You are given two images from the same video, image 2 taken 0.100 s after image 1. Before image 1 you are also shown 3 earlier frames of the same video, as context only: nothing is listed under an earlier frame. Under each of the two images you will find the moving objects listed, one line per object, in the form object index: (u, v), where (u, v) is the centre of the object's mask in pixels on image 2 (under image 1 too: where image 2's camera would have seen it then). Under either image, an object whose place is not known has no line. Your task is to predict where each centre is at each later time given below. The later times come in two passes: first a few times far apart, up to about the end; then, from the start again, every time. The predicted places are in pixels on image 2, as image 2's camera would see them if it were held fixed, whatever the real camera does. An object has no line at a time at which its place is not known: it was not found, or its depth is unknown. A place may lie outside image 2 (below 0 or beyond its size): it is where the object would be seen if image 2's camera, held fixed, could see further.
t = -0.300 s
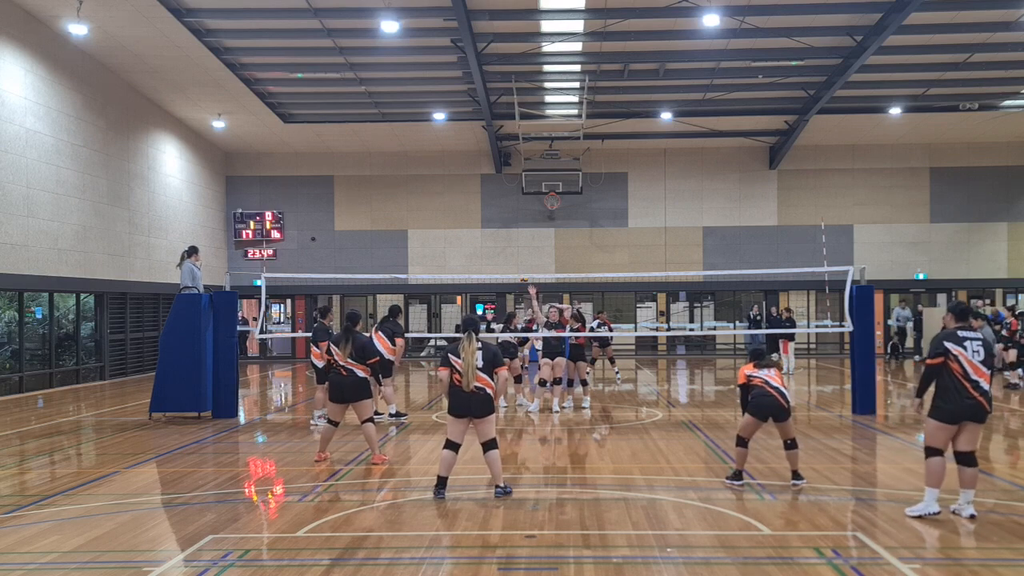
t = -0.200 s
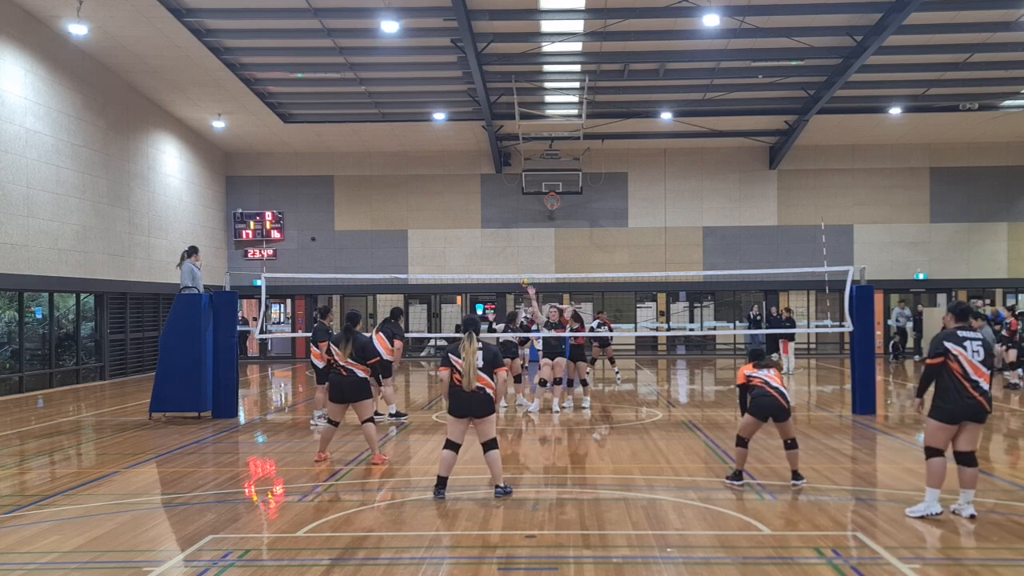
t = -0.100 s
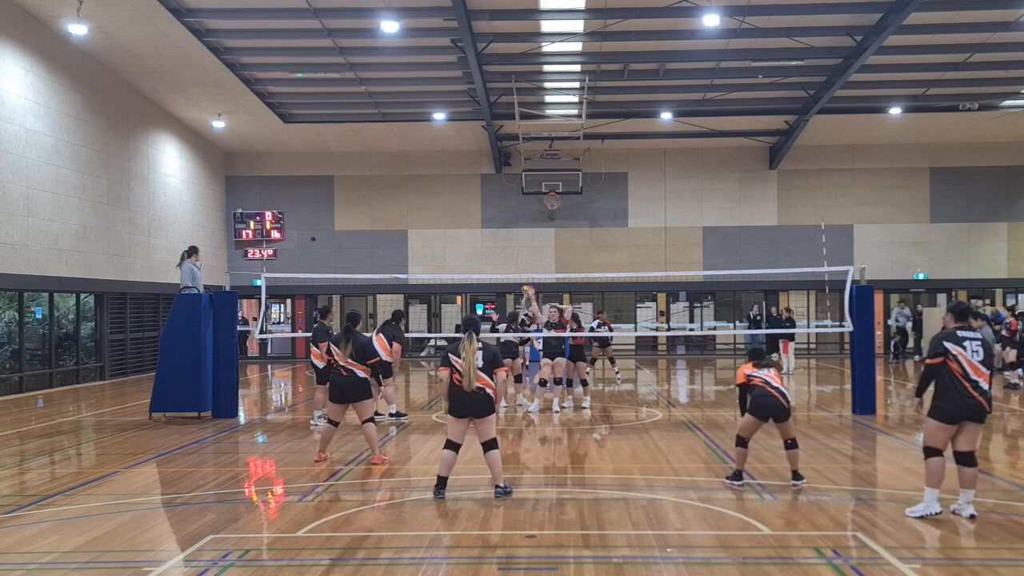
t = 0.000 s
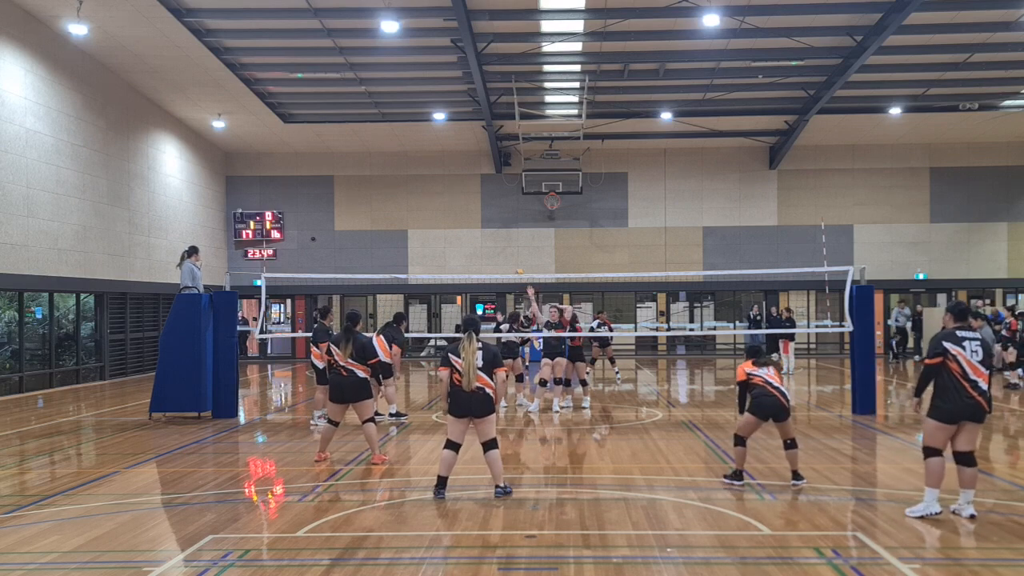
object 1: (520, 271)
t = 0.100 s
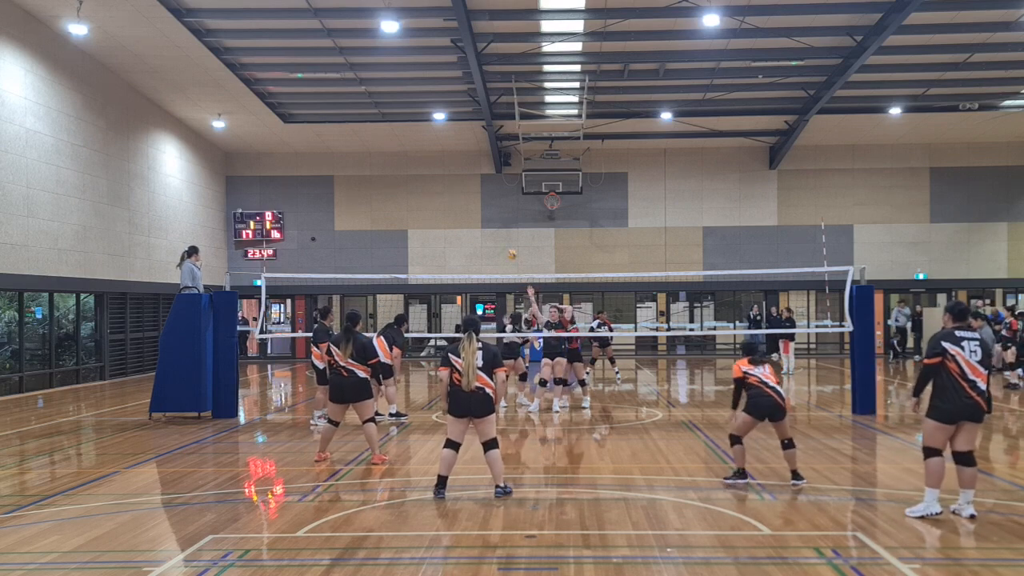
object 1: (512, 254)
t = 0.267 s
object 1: (499, 227)
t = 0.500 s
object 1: (478, 203)
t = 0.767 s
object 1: (442, 211)
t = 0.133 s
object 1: (509, 248)
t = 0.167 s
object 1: (507, 243)
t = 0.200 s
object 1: (504, 237)
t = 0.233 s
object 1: (502, 232)
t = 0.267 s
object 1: (499, 227)
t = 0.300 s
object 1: (497, 222)
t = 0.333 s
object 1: (494, 218)
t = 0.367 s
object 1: (491, 214)
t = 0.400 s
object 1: (488, 210)
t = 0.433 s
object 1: (485, 208)
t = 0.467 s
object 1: (482, 205)
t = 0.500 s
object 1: (478, 203)
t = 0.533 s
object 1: (475, 201)
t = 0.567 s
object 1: (471, 200)
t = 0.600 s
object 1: (467, 200)
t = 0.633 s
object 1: (462, 201)
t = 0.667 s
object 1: (457, 202)
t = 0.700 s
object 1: (453, 204)
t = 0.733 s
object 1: (447, 207)
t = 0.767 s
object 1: (442, 211)
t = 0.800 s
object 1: (437, 215)
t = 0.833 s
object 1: (431, 221)
